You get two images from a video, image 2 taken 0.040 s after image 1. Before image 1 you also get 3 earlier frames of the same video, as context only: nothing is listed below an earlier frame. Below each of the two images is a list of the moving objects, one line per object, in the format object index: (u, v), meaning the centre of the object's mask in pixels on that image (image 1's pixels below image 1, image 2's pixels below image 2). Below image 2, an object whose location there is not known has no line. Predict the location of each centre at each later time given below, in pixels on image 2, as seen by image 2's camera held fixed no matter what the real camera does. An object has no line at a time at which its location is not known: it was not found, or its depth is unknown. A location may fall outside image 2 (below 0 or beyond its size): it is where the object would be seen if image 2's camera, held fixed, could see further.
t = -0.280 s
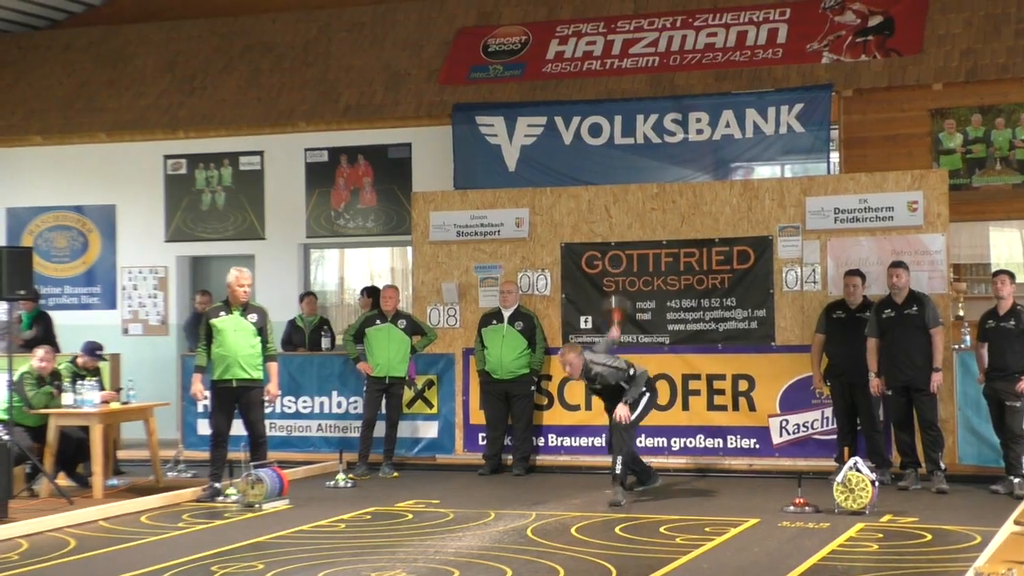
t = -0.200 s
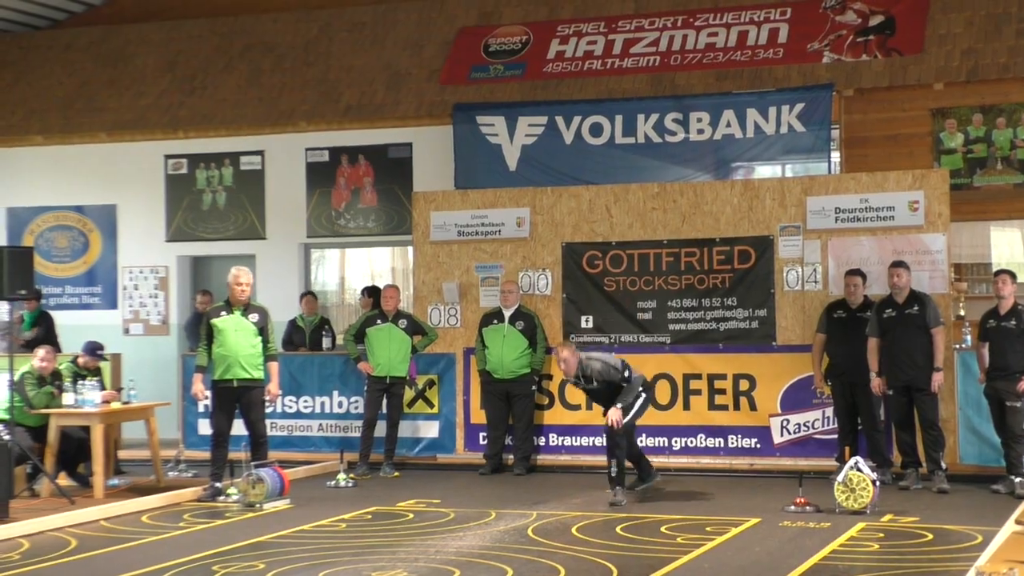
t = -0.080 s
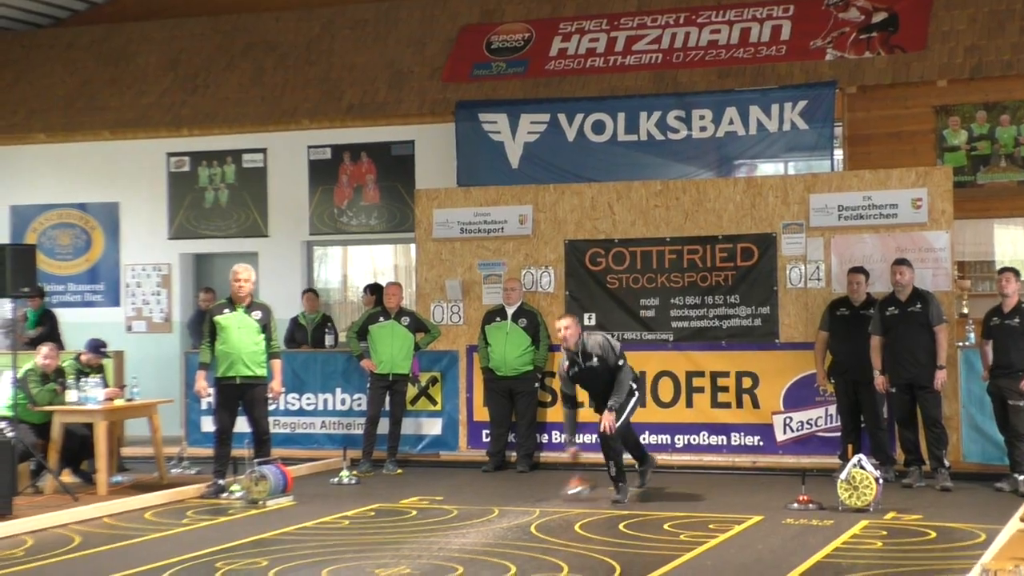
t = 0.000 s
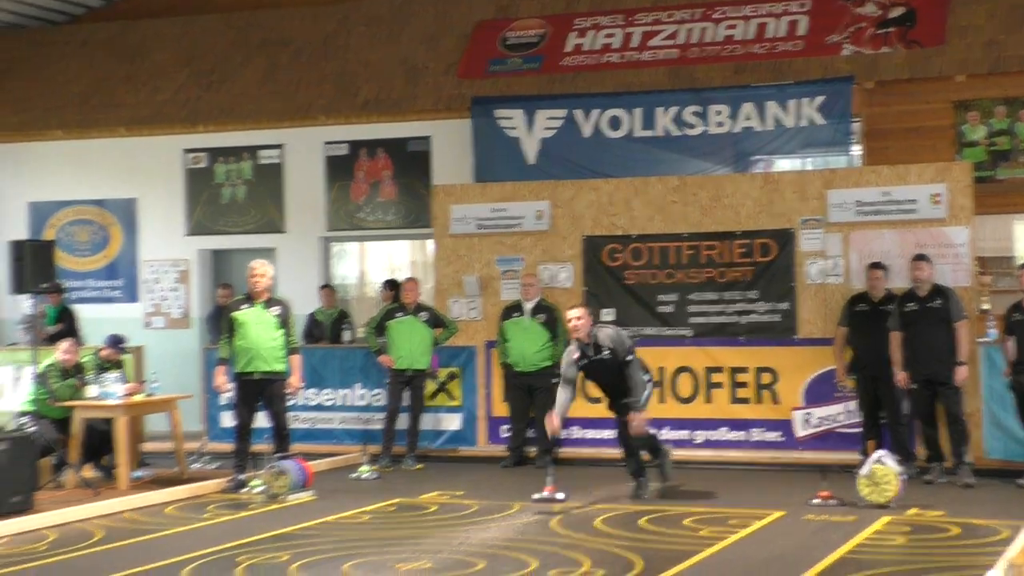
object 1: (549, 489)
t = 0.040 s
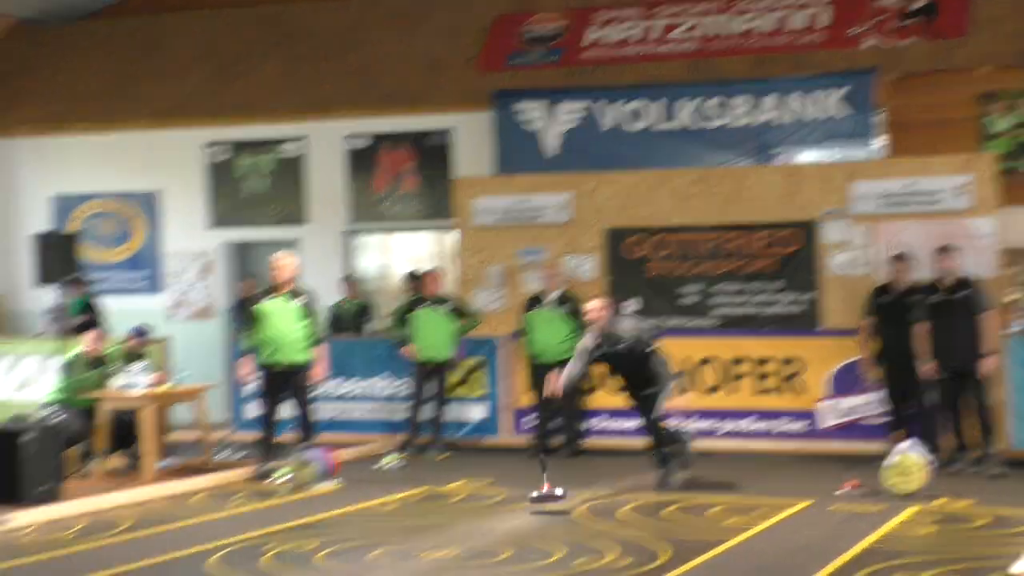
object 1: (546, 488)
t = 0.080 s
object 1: (515, 499)
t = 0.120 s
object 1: (481, 514)
